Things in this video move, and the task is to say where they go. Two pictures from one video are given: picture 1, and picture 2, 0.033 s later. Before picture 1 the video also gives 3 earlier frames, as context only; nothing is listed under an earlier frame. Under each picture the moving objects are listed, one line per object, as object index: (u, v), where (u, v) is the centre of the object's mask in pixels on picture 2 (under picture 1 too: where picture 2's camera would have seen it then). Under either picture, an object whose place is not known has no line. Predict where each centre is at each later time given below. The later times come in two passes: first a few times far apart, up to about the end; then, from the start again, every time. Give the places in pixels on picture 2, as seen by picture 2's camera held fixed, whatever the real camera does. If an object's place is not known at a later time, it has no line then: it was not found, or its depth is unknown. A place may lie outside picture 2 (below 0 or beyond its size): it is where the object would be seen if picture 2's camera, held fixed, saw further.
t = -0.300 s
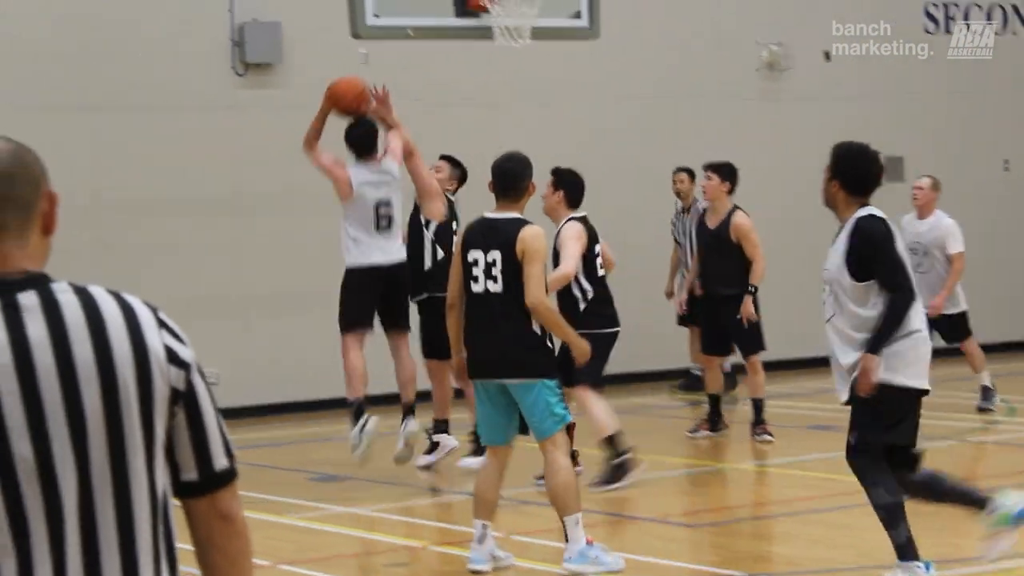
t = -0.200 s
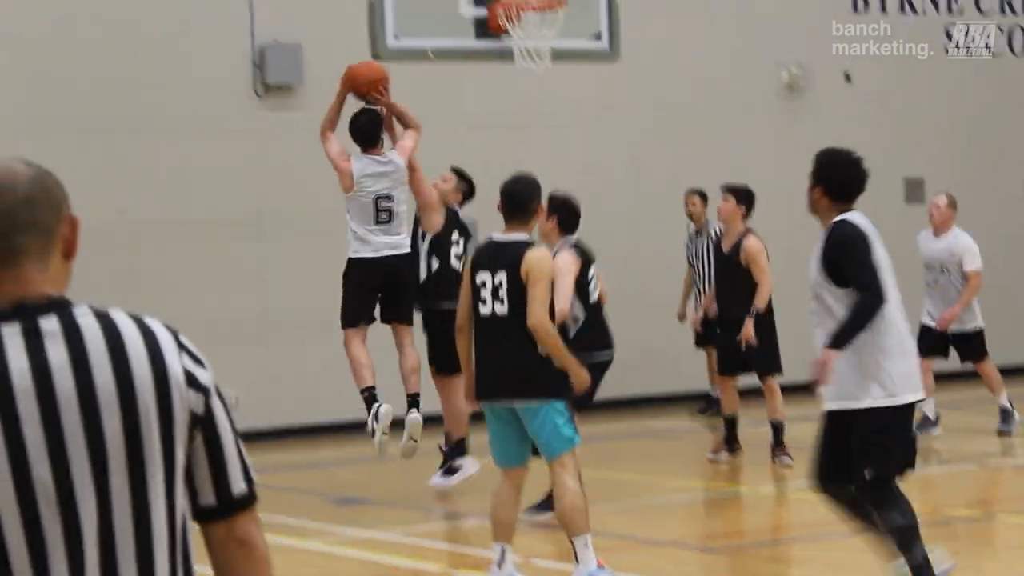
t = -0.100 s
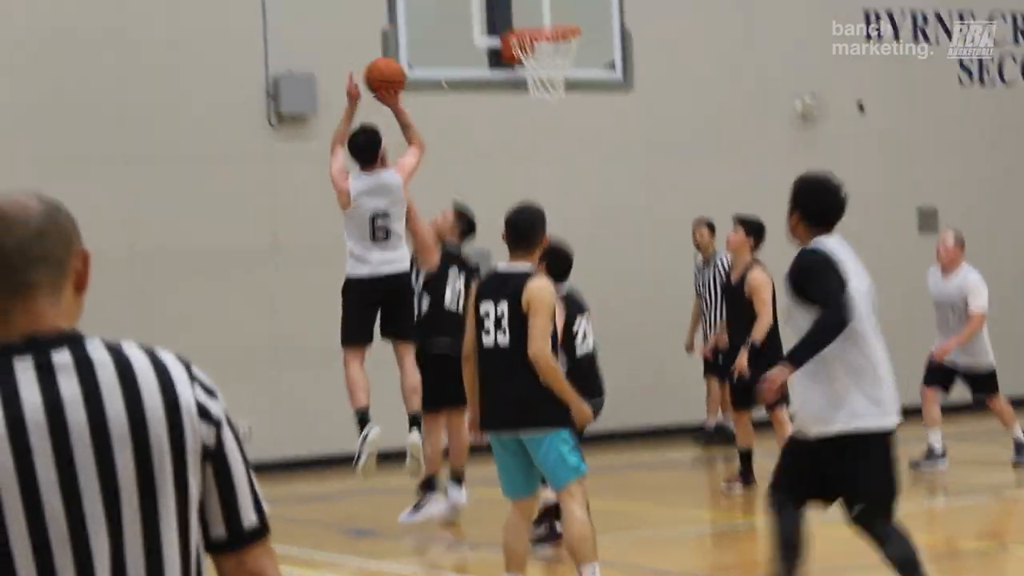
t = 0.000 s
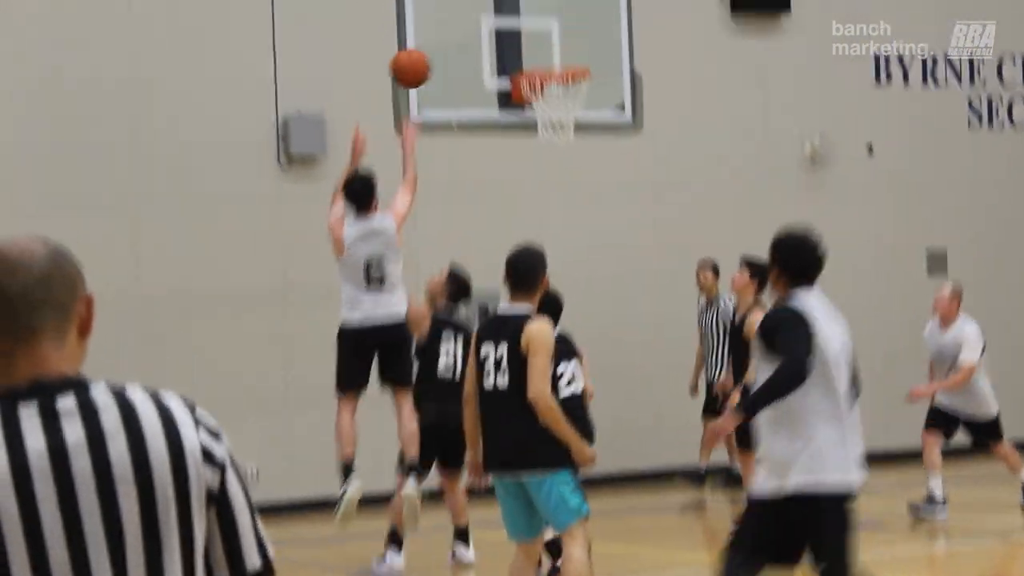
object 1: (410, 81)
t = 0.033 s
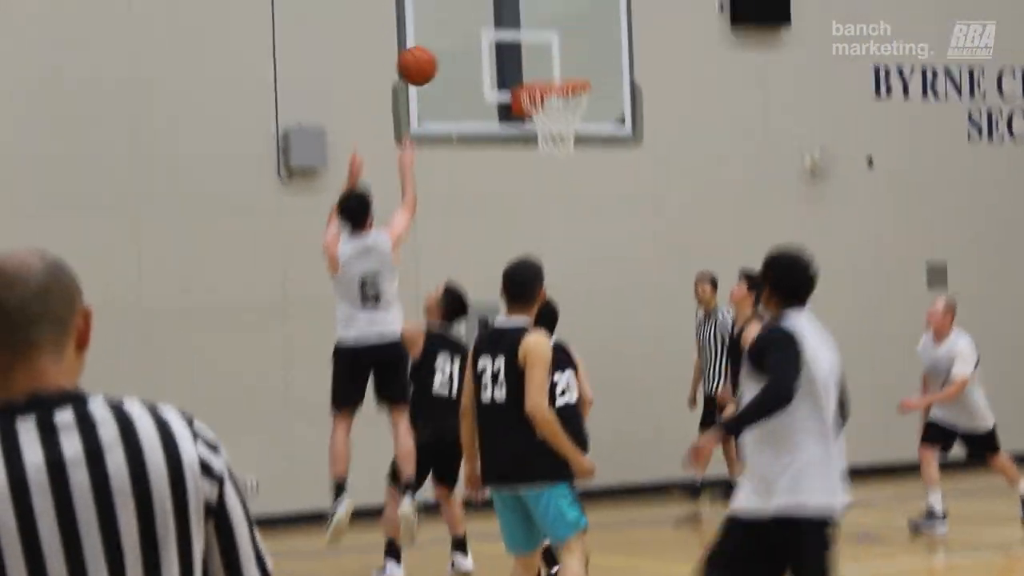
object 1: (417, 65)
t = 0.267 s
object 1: (462, 12)
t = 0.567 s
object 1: (536, 60)
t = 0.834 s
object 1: (548, 147)
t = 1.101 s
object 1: (509, 279)
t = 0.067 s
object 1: (424, 52)
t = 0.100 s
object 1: (431, 40)
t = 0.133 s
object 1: (437, 30)
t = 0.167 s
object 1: (443, 23)
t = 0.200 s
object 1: (450, 18)
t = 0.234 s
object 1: (456, 14)
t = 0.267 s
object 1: (462, 12)
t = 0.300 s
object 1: (469, 12)
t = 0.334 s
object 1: (475, 14)
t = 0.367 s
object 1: (482, 17)
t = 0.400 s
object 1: (488, 21)
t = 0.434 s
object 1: (495, 28)
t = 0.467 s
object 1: (501, 36)
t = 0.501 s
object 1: (509, 44)
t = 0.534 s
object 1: (523, 52)
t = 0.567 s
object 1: (536, 60)
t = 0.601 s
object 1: (550, 69)
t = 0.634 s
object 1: (564, 75)
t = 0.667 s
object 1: (572, 96)
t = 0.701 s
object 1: (568, 104)
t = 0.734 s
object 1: (563, 116)
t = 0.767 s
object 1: (558, 126)
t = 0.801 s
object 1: (554, 134)
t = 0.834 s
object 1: (548, 147)
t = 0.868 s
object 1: (543, 154)
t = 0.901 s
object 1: (538, 166)
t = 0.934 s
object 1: (533, 180)
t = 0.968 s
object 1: (528, 196)
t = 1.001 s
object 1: (524, 214)
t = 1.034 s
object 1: (519, 234)
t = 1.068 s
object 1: (514, 255)
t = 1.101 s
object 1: (509, 279)
